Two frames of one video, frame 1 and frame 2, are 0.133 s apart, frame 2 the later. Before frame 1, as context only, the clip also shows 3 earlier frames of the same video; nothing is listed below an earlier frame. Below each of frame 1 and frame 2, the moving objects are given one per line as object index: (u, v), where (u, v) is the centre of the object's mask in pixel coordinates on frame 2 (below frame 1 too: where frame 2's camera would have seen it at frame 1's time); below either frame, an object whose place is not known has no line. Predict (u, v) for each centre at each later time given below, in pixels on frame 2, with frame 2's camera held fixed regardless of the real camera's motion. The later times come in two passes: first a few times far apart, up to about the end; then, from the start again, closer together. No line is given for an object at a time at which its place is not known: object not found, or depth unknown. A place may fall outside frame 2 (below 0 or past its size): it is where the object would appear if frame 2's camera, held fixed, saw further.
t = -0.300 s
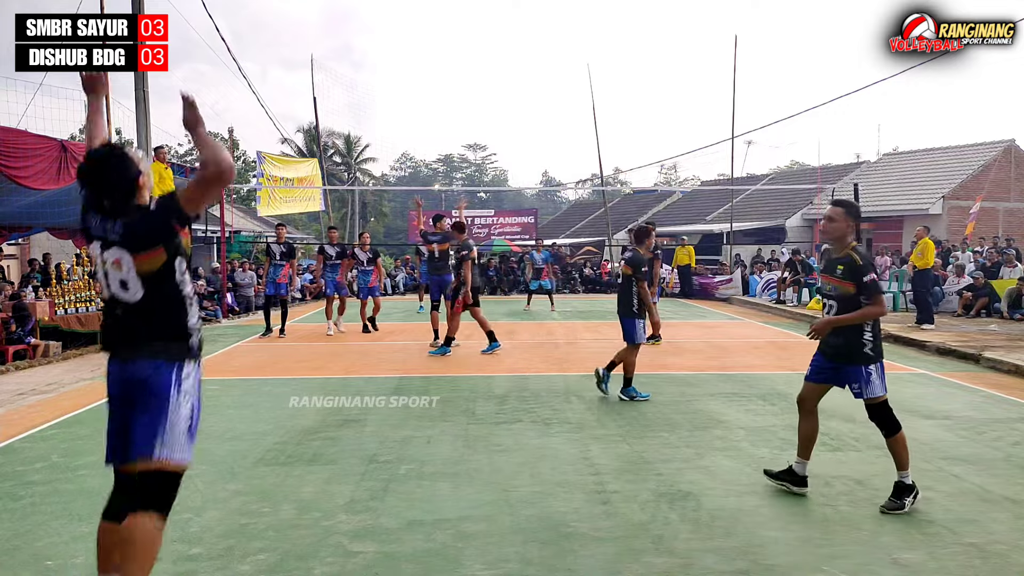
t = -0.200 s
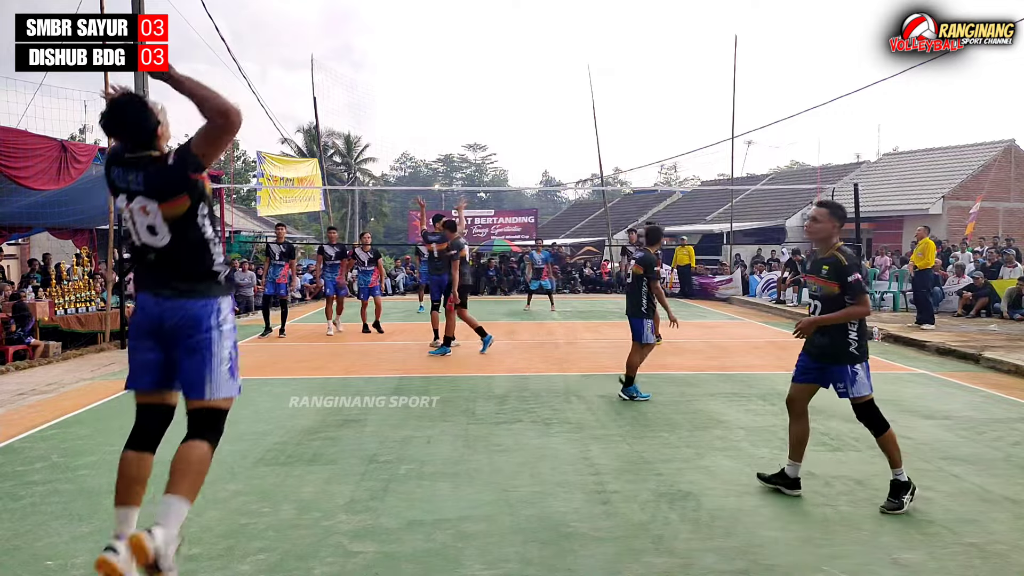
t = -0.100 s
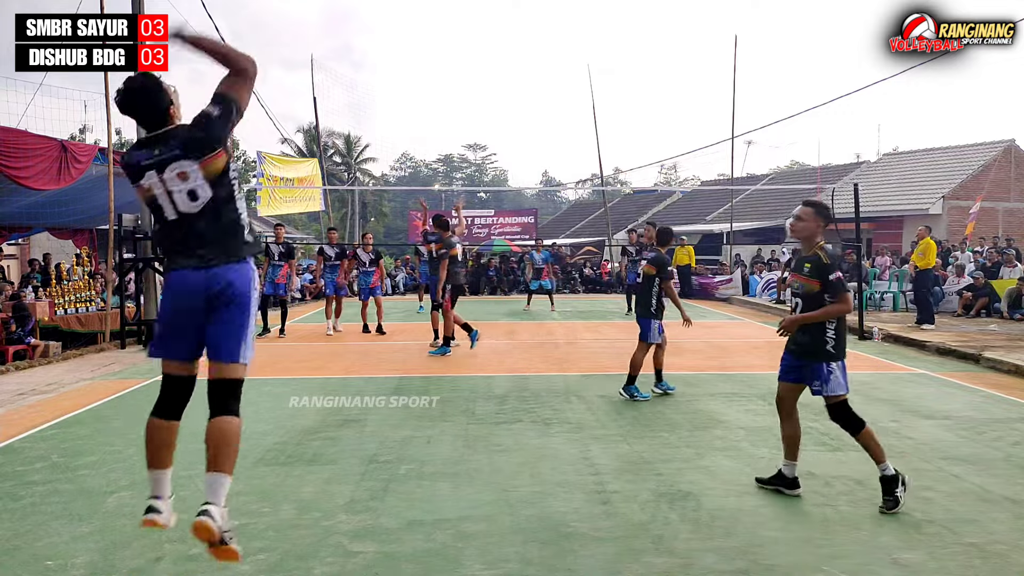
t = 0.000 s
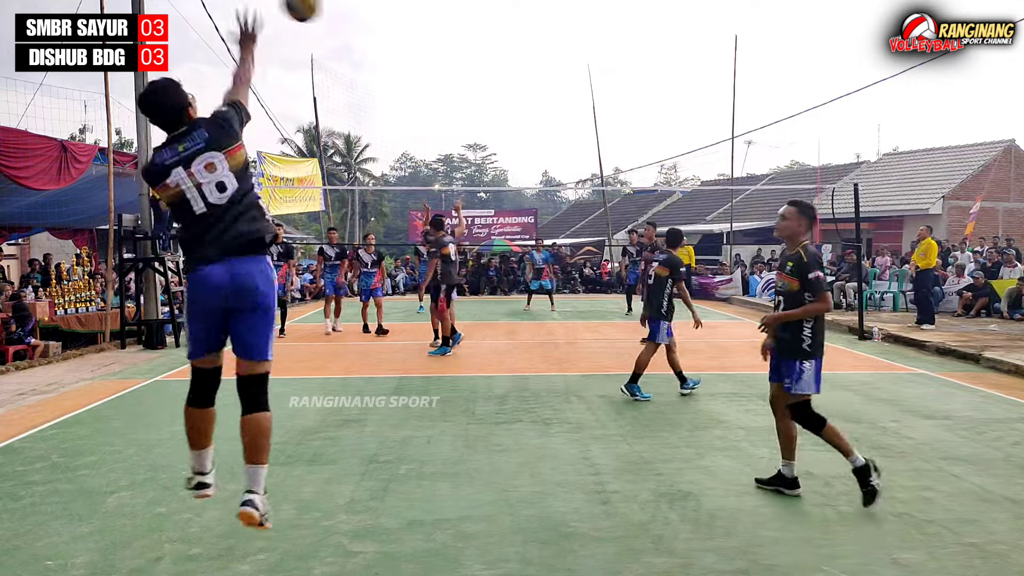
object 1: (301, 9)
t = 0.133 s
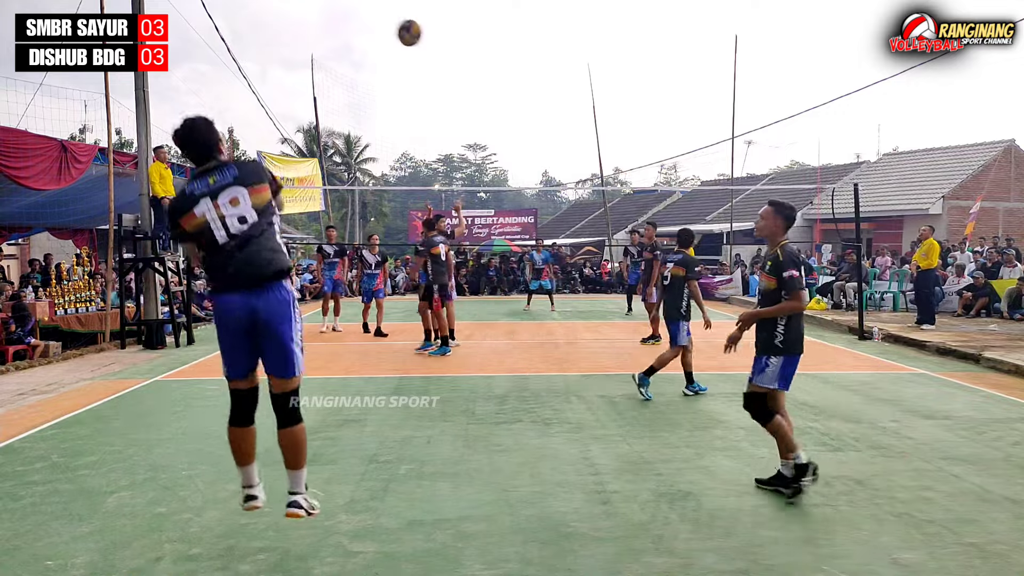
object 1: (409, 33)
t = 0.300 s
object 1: (478, 76)
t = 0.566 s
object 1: (532, 148)
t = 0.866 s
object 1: (561, 227)
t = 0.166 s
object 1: (427, 41)
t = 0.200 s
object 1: (442, 49)
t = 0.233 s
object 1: (456, 58)
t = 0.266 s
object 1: (468, 67)
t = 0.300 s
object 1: (478, 76)
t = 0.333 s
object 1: (488, 85)
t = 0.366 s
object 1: (496, 94)
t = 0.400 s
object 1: (503, 103)
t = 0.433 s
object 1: (510, 112)
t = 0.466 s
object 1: (517, 120)
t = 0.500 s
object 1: (523, 129)
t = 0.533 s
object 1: (528, 138)
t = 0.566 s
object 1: (532, 148)
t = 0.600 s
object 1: (537, 157)
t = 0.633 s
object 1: (541, 166)
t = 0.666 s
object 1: (544, 176)
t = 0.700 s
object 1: (547, 182)
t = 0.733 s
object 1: (550, 195)
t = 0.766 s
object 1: (554, 201)
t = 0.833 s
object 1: (558, 218)
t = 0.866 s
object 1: (561, 227)
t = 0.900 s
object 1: (563, 235)
